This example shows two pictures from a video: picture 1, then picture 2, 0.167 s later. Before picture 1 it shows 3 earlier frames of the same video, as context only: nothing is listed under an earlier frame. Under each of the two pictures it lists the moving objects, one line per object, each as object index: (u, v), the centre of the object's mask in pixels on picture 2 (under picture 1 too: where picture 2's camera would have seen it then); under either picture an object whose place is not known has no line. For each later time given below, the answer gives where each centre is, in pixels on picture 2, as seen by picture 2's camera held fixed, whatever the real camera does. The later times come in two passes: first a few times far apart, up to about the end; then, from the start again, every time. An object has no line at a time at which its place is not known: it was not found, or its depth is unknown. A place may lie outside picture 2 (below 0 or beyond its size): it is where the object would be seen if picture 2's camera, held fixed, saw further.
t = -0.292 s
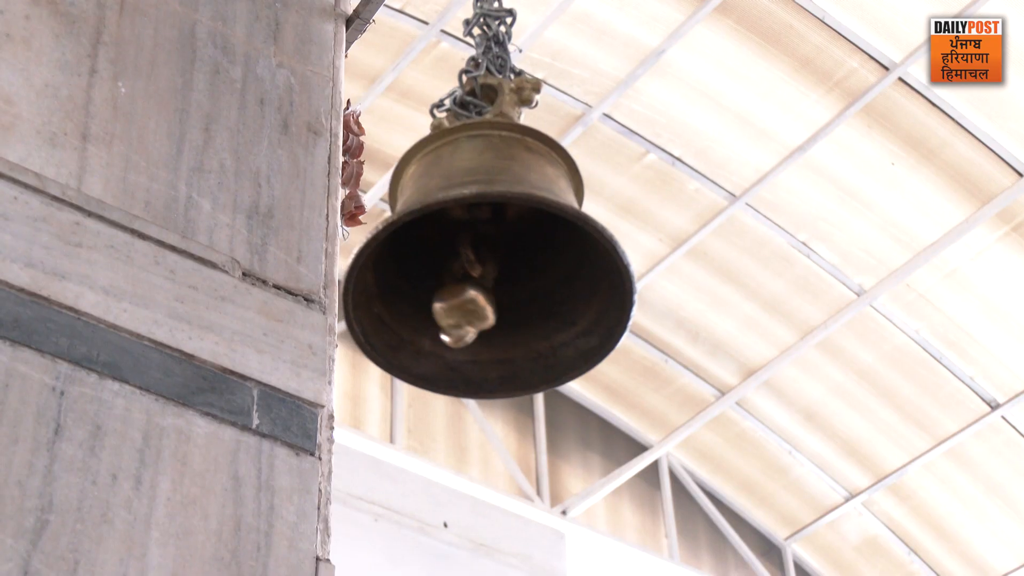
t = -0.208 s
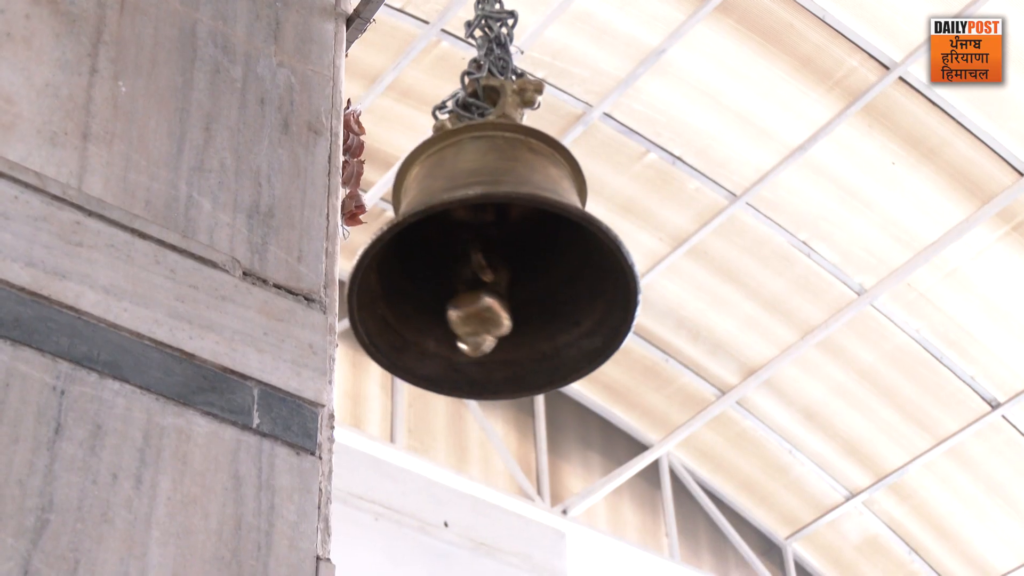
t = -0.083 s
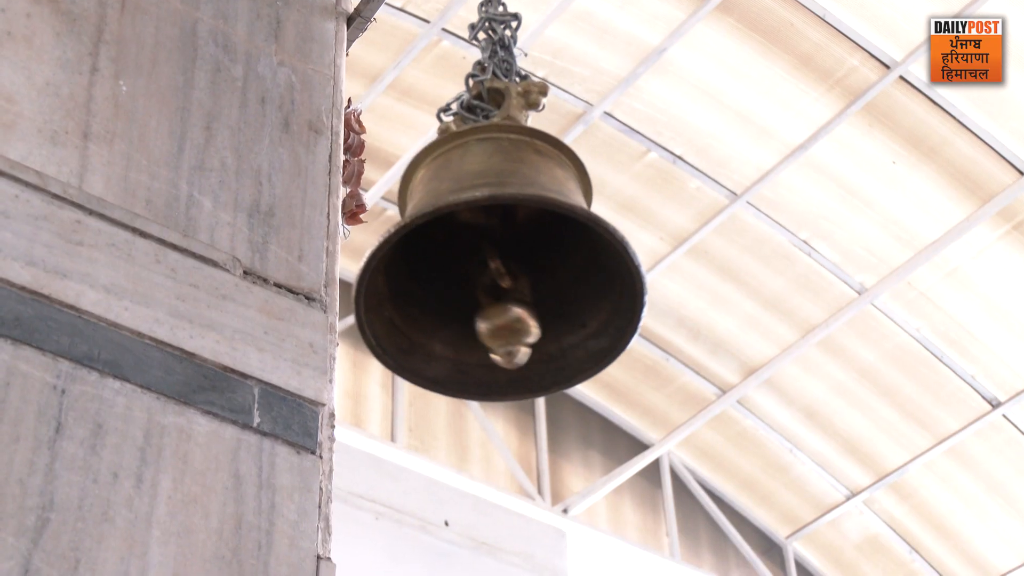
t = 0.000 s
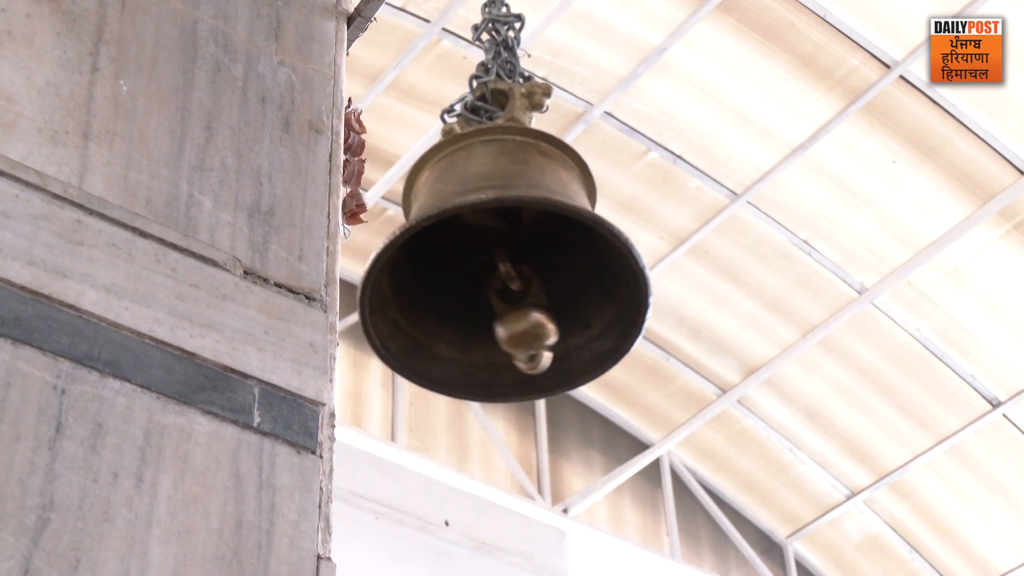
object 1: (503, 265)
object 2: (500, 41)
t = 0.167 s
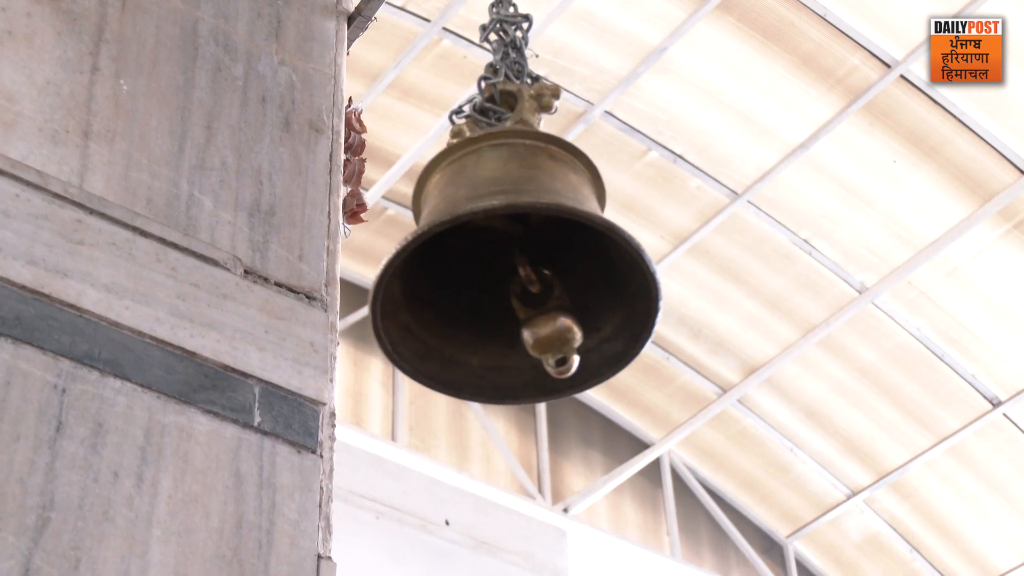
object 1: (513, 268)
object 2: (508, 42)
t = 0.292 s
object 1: (523, 270)
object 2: (513, 43)
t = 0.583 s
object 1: (545, 274)
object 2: (527, 48)
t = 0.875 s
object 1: (560, 273)
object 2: (538, 47)
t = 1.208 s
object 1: (563, 269)
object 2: (539, 45)
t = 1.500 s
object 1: (556, 264)
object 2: (536, 41)
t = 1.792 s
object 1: (548, 258)
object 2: (530, 38)
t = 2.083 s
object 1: (535, 254)
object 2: (522, 33)
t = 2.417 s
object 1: (513, 250)
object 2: (508, 28)
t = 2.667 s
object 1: (502, 249)
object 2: (499, 27)
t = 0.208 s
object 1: (516, 268)
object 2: (510, 42)
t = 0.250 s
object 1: (519, 269)
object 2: (511, 43)
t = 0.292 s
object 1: (523, 270)
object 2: (513, 43)
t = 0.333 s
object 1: (526, 271)
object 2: (515, 44)
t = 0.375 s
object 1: (529, 271)
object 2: (517, 45)
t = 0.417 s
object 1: (532, 272)
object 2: (519, 45)
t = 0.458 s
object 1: (536, 273)
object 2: (521, 46)
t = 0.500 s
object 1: (539, 273)
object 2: (523, 47)
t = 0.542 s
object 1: (542, 273)
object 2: (525, 48)
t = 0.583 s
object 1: (545, 274)
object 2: (527, 48)
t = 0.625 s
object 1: (548, 274)
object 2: (529, 48)
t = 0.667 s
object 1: (551, 274)
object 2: (531, 48)
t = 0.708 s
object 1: (553, 274)
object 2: (533, 48)
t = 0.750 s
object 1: (555, 275)
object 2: (534, 48)
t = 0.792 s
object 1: (557, 274)
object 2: (536, 48)
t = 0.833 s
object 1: (559, 274)
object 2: (537, 48)
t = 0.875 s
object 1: (560, 273)
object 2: (538, 47)
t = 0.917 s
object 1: (561, 273)
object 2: (539, 47)
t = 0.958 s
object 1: (562, 273)
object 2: (540, 47)
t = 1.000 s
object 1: (563, 272)
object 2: (540, 46)
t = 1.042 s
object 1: (563, 272)
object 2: (540, 46)
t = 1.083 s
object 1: (563, 271)
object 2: (540, 46)
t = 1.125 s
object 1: (563, 270)
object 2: (540, 46)
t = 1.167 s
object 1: (563, 270)
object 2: (540, 46)
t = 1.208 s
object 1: (563, 269)
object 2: (539, 45)
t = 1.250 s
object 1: (562, 268)
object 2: (539, 45)
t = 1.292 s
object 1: (561, 267)
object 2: (538, 44)
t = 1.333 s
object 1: (560, 267)
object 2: (538, 44)
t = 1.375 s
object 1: (559, 266)
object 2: (537, 43)
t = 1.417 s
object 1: (558, 265)
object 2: (537, 42)
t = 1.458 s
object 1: (557, 264)
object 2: (536, 42)
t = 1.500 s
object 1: (556, 264)
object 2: (536, 41)
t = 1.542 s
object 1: (555, 263)
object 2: (535, 40)
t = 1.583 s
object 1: (554, 262)
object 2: (535, 40)
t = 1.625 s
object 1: (553, 261)
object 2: (534, 39)
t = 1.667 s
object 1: (552, 261)
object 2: (533, 39)
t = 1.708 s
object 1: (551, 260)
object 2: (533, 39)
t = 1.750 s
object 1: (549, 259)
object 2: (532, 39)
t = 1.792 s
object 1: (548, 258)
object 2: (530, 38)
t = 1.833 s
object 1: (547, 258)
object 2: (529, 38)
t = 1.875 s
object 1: (545, 257)
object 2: (528, 37)
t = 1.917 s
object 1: (543, 256)
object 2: (527, 37)
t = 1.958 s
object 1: (542, 256)
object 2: (526, 36)
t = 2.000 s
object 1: (540, 255)
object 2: (524, 35)
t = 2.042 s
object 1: (537, 254)
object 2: (523, 34)
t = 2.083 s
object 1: (535, 254)
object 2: (522, 33)
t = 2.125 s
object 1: (532, 253)
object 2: (521, 32)
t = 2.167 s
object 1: (530, 252)
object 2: (519, 31)
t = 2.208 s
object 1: (527, 252)
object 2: (517, 30)
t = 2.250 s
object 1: (524, 251)
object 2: (516, 30)
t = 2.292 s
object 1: (521, 251)
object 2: (514, 29)
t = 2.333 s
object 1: (518, 250)
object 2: (512, 29)
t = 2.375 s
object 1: (516, 250)
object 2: (510, 28)
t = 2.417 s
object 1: (513, 250)
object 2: (508, 28)
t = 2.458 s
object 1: (511, 249)
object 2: (506, 28)
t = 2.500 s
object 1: (509, 249)
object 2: (504, 28)
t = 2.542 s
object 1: (507, 249)
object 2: (502, 28)
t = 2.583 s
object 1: (505, 249)
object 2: (501, 28)
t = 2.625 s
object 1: (503, 248)
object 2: (500, 27)
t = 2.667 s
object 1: (502, 249)
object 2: (499, 27)
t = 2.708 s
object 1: (500, 249)
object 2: (498, 27)
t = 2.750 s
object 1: (499, 249)
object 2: (498, 26)
